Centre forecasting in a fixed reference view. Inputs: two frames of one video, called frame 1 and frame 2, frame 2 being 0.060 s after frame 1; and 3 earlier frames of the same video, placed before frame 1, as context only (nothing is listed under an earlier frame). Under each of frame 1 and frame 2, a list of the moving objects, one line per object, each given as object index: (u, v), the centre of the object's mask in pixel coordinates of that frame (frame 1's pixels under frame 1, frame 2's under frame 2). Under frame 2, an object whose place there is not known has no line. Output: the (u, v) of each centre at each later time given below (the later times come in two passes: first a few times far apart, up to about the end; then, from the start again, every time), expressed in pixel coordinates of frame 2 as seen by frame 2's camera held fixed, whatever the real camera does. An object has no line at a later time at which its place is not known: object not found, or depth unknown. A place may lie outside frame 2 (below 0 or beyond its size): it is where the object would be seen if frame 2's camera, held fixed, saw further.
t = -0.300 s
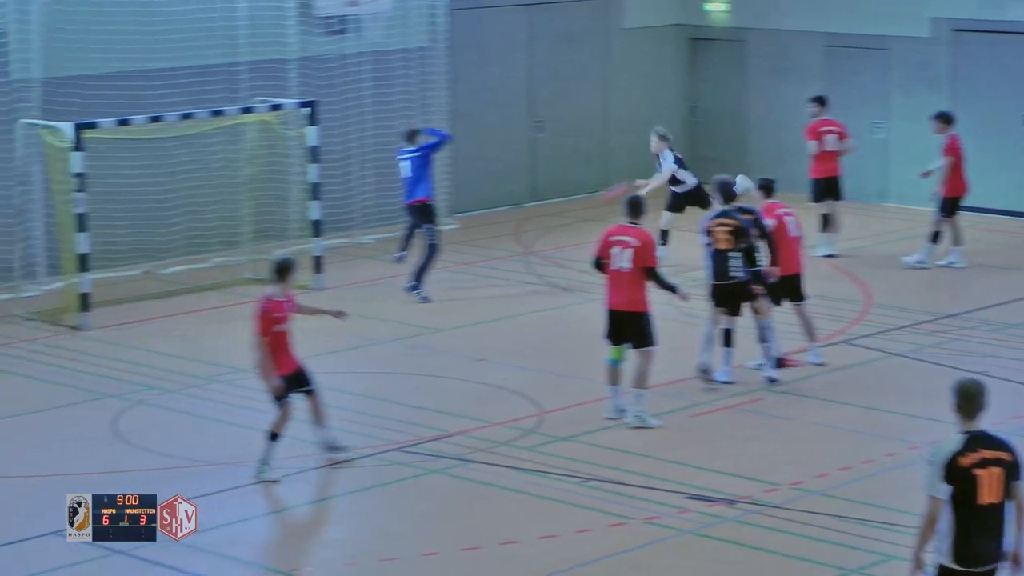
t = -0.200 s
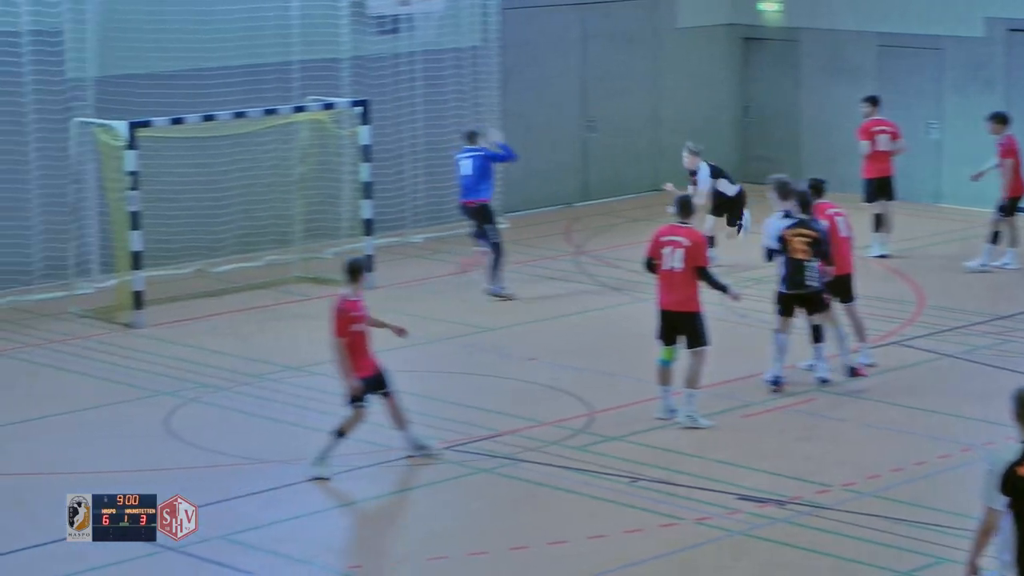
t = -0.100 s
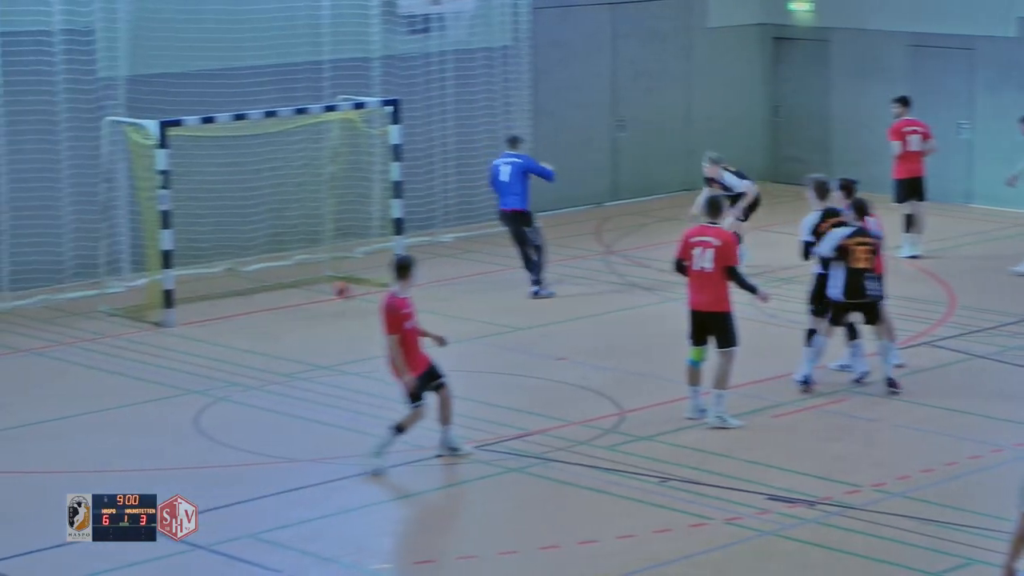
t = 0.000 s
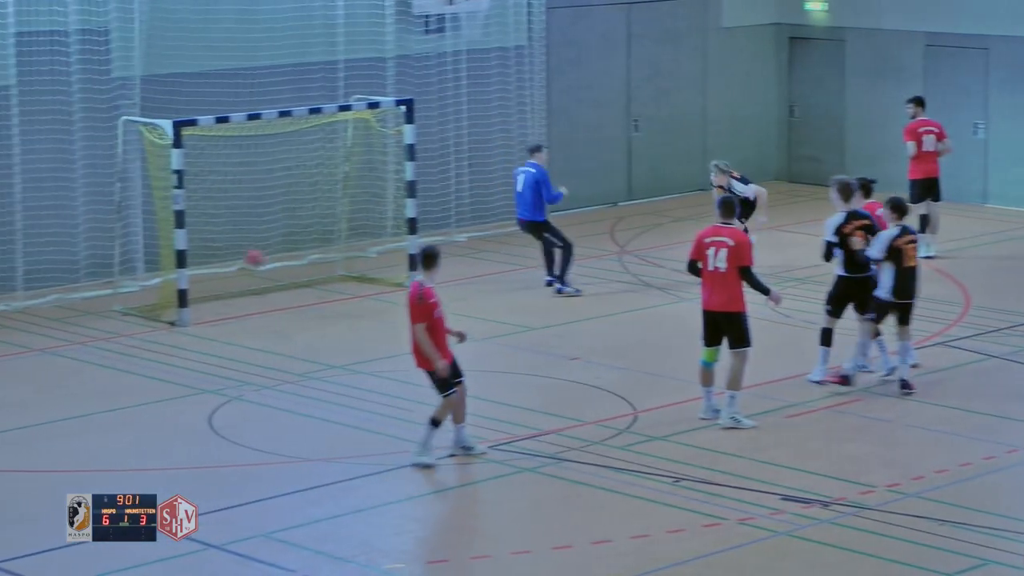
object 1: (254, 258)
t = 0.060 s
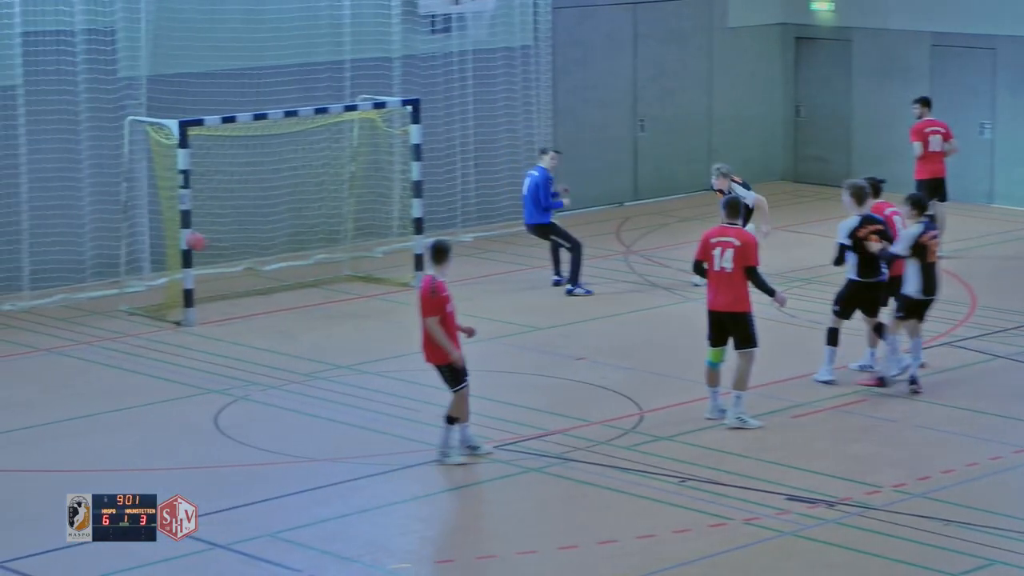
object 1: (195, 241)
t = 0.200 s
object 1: (171, 216)
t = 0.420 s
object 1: (135, 216)
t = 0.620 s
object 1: (100, 265)
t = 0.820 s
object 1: (61, 367)
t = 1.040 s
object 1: (-2, 399)
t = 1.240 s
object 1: (-78, 377)
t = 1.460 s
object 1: (-170, 415)
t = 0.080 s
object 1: (190, 237)
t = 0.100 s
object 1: (186, 233)
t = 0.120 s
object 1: (183, 228)
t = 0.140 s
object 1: (181, 225)
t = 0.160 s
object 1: (177, 222)
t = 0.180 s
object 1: (175, 219)
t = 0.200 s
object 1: (171, 216)
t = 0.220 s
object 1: (169, 214)
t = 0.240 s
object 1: (165, 214)
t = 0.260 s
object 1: (162, 212)
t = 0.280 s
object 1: (159, 210)
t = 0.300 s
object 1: (155, 210)
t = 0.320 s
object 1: (153, 210)
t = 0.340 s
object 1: (150, 210)
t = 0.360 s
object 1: (146, 211)
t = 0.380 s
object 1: (142, 213)
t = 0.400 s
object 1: (139, 215)
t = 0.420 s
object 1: (135, 216)
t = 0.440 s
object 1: (132, 219)
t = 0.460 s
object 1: (129, 223)
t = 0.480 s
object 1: (125, 226)
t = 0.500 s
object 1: (122, 229)
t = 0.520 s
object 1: (118, 234)
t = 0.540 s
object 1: (115, 240)
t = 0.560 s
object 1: (111, 245)
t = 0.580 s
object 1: (107, 251)
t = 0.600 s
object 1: (104, 257)
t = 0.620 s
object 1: (100, 265)
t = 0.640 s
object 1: (96, 271)
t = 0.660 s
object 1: (93, 279)
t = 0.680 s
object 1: (89, 289)
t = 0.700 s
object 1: (85, 298)
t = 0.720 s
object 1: (81, 308)
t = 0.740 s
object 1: (77, 319)
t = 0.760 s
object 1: (74, 329)
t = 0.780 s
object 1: (70, 342)
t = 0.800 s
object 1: (65, 355)
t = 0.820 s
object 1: (61, 367)
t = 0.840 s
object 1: (58, 380)
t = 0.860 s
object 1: (54, 394)
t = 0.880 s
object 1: (50, 408)
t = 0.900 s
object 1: (46, 423)
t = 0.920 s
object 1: (40, 435)
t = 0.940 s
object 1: (34, 428)
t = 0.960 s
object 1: (26, 422)
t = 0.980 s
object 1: (19, 415)
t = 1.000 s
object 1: (13, 409)
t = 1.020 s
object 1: (5, 404)
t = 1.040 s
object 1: (-2, 399)
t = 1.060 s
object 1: (-9, 394)
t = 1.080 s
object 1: (-17, 391)
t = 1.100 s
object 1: (-24, 387)
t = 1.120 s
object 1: (-32, 385)
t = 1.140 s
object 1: (-40, 382)
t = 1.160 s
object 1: (-47, 380)
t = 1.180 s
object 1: (-55, 378)
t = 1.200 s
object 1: (-63, 378)
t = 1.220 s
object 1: (-71, 377)
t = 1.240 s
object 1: (-78, 377)
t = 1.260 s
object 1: (-87, 378)
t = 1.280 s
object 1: (-95, 379)
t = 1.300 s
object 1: (-103, 380)
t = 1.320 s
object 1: (-111, 383)
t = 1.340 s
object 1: (-119, 385)
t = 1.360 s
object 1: (-127, 389)
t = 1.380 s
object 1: (-136, 392)
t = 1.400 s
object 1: (-144, 397)
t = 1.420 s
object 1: (-153, 403)
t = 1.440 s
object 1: (-161, 409)
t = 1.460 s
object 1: (-170, 415)
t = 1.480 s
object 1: (-179, 422)
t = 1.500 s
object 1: (-188, 429)
